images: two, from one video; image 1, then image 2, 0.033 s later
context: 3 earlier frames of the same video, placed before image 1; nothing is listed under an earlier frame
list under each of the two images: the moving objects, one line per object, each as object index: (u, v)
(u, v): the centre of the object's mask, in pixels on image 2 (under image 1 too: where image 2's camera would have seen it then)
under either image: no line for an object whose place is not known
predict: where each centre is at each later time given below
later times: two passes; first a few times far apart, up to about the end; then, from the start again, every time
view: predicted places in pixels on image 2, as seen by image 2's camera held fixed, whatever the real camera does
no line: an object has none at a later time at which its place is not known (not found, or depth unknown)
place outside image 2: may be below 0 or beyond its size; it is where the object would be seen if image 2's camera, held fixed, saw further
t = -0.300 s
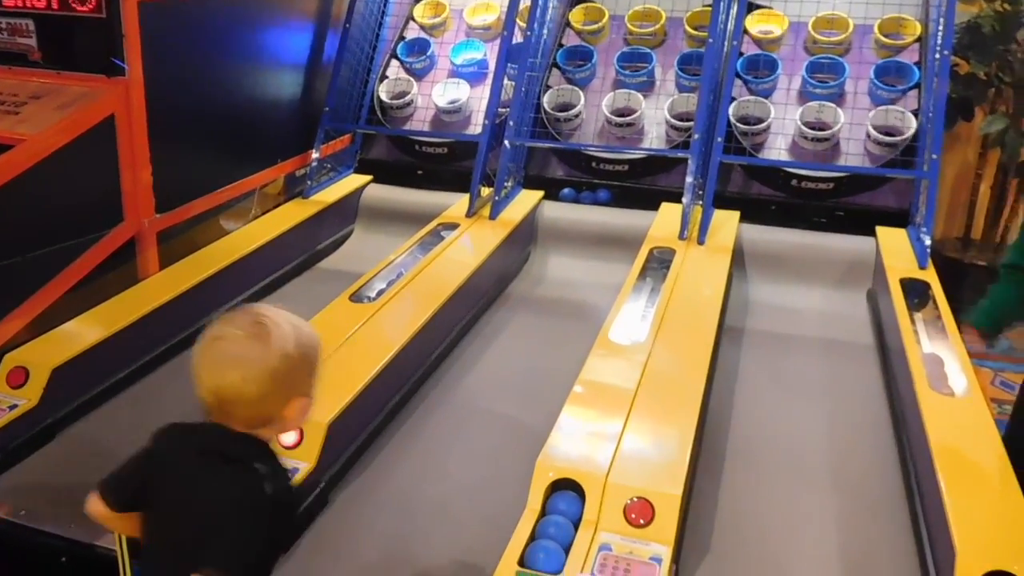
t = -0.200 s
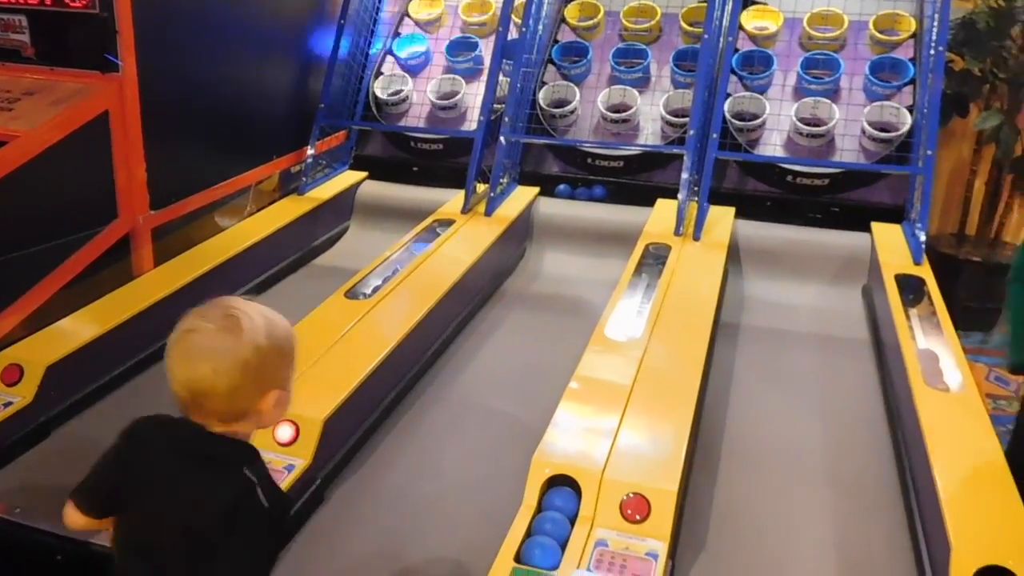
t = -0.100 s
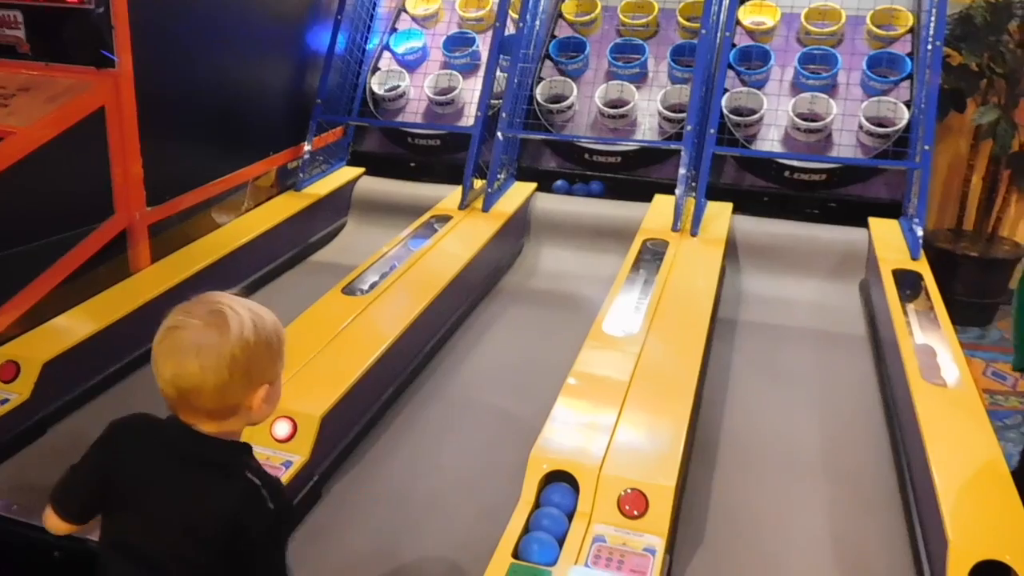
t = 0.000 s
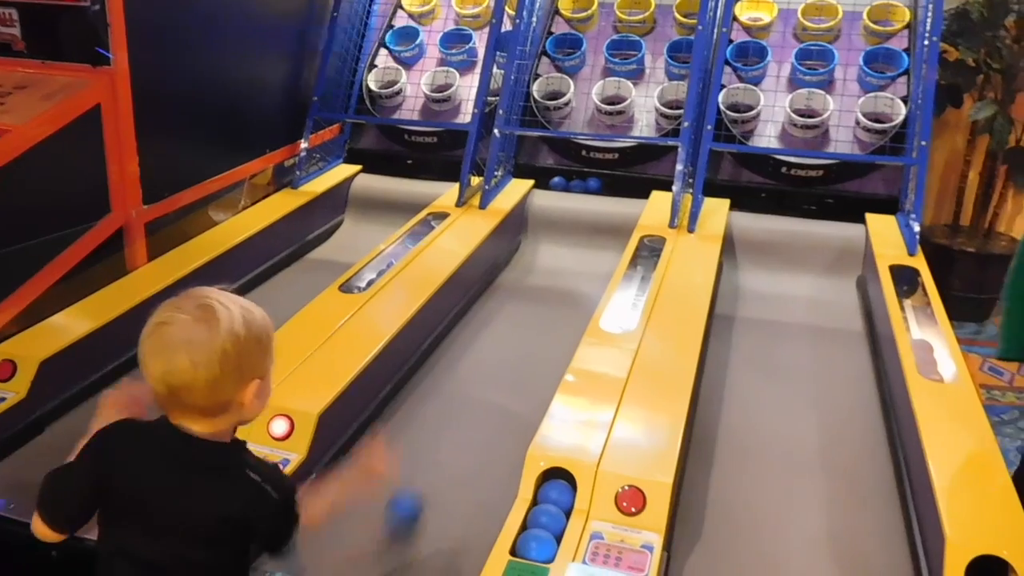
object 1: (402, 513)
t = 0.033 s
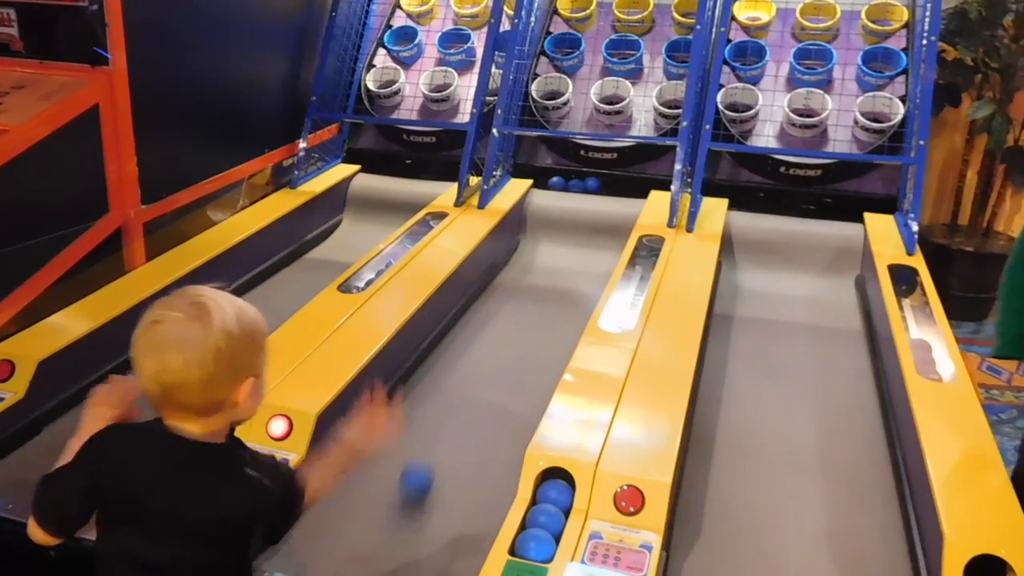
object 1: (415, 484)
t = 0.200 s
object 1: (460, 383)
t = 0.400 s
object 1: (490, 311)
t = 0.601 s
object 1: (519, 262)
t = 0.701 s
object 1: (534, 234)
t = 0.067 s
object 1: (427, 459)
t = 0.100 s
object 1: (437, 437)
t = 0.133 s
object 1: (446, 416)
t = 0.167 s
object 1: (453, 401)
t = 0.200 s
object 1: (460, 383)
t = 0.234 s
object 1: (466, 369)
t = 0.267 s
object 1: (471, 357)
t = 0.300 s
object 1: (476, 344)
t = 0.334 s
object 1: (481, 332)
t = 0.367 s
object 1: (486, 321)
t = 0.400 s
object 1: (490, 311)
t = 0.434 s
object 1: (494, 300)
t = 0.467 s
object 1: (498, 292)
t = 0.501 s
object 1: (501, 284)
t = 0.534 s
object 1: (505, 276)
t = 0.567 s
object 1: (513, 269)
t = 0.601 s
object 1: (519, 262)
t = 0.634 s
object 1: (525, 254)
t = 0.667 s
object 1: (530, 244)
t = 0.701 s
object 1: (534, 234)
